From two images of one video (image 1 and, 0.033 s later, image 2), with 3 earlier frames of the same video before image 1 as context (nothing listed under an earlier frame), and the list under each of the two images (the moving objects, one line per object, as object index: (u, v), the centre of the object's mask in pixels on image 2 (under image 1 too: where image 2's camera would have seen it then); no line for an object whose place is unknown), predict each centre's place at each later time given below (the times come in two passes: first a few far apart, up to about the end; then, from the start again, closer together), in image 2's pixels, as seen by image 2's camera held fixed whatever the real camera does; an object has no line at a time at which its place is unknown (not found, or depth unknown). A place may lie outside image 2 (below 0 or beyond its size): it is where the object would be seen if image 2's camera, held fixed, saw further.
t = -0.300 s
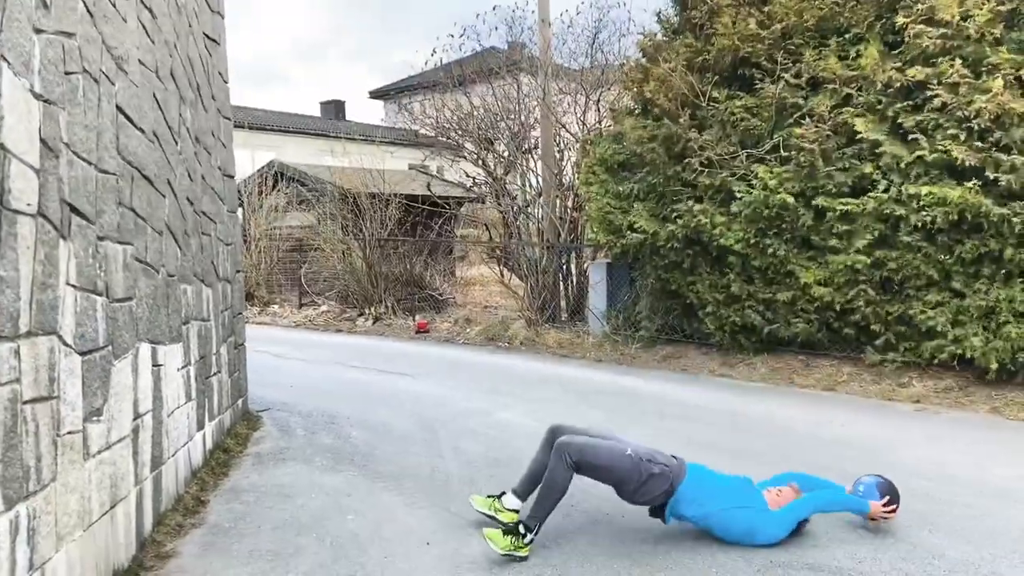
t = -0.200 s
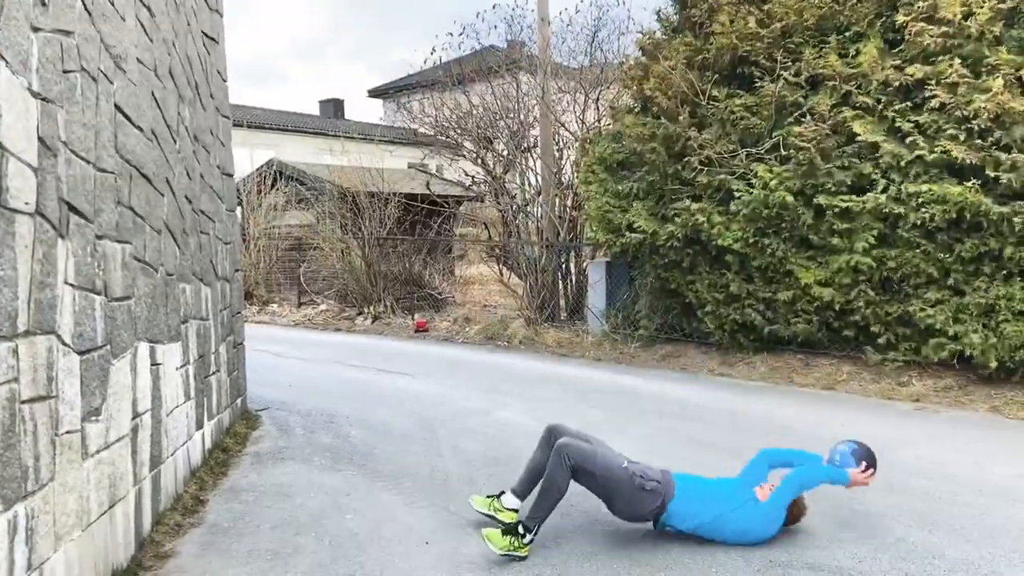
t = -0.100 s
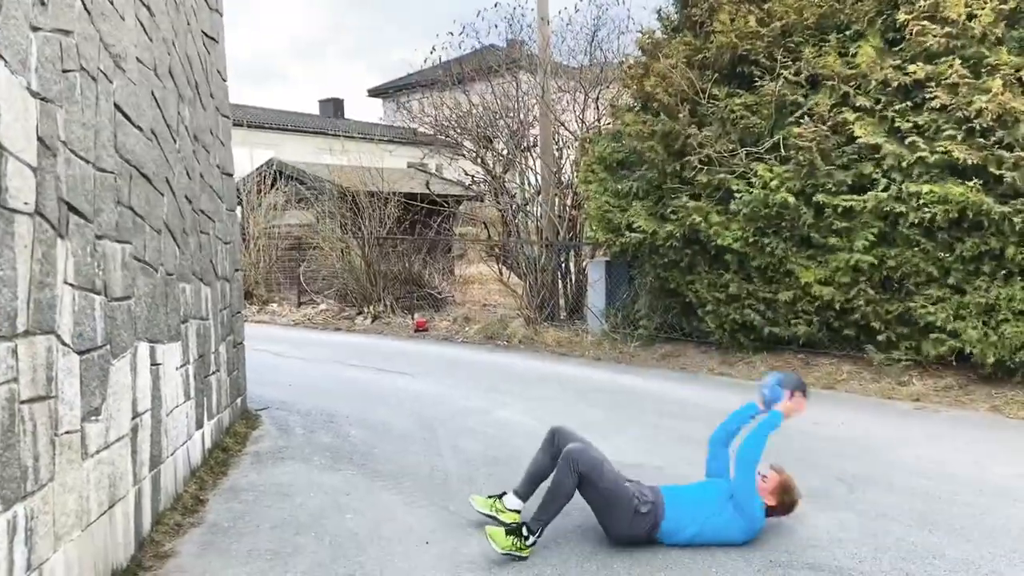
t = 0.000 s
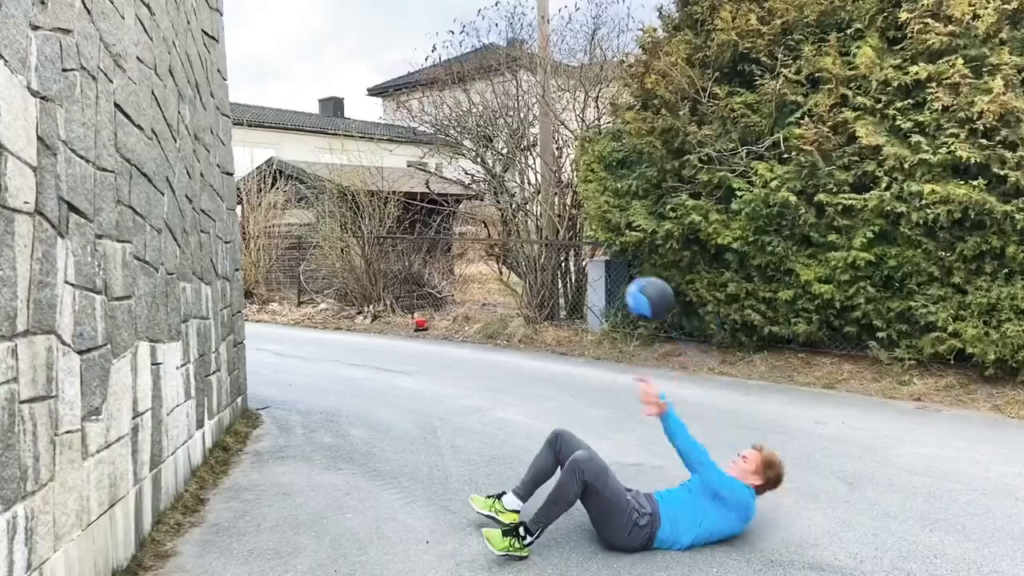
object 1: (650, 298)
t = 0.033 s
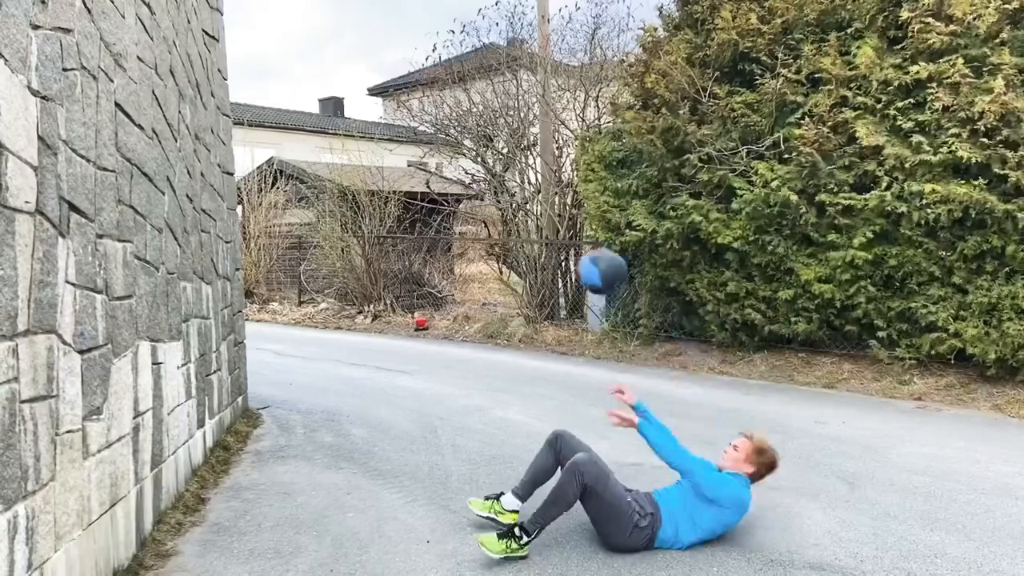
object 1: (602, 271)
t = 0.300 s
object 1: (194, 122)
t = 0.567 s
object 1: (378, 137)
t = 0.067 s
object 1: (554, 246)
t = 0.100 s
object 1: (505, 223)
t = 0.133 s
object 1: (456, 201)
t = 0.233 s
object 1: (302, 148)
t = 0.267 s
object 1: (249, 134)
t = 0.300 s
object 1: (194, 122)
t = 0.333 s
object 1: (137, 113)
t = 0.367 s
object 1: (150, 108)
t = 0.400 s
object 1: (191, 107)
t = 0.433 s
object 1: (230, 108)
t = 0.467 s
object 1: (268, 113)
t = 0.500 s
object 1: (307, 118)
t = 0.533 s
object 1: (343, 126)
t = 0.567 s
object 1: (378, 137)
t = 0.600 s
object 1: (416, 149)
